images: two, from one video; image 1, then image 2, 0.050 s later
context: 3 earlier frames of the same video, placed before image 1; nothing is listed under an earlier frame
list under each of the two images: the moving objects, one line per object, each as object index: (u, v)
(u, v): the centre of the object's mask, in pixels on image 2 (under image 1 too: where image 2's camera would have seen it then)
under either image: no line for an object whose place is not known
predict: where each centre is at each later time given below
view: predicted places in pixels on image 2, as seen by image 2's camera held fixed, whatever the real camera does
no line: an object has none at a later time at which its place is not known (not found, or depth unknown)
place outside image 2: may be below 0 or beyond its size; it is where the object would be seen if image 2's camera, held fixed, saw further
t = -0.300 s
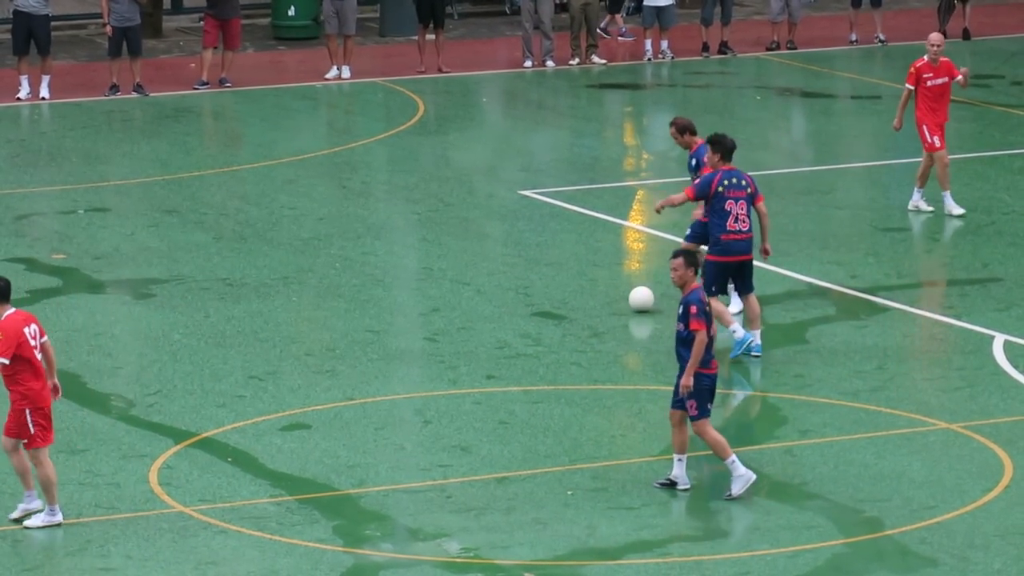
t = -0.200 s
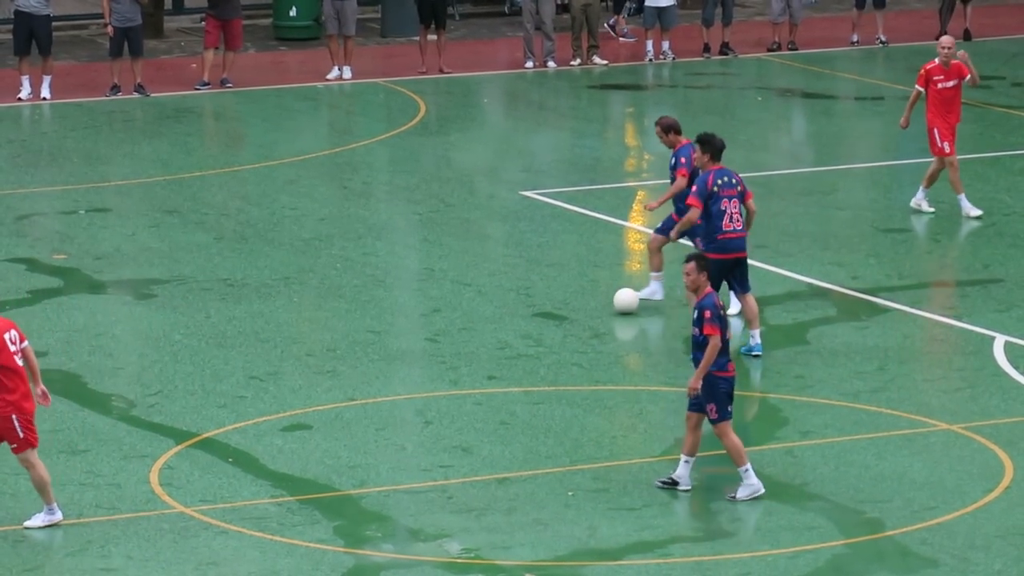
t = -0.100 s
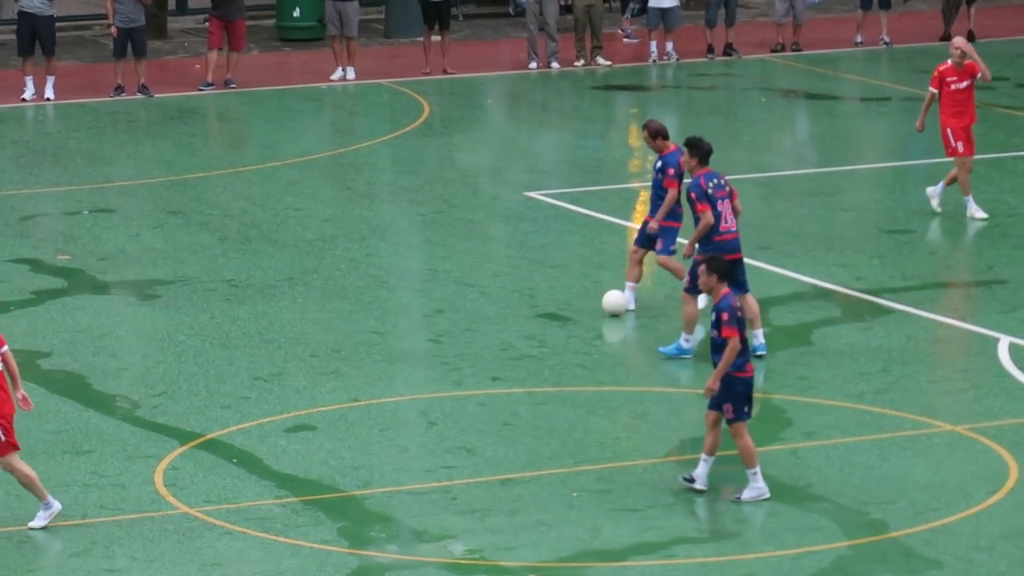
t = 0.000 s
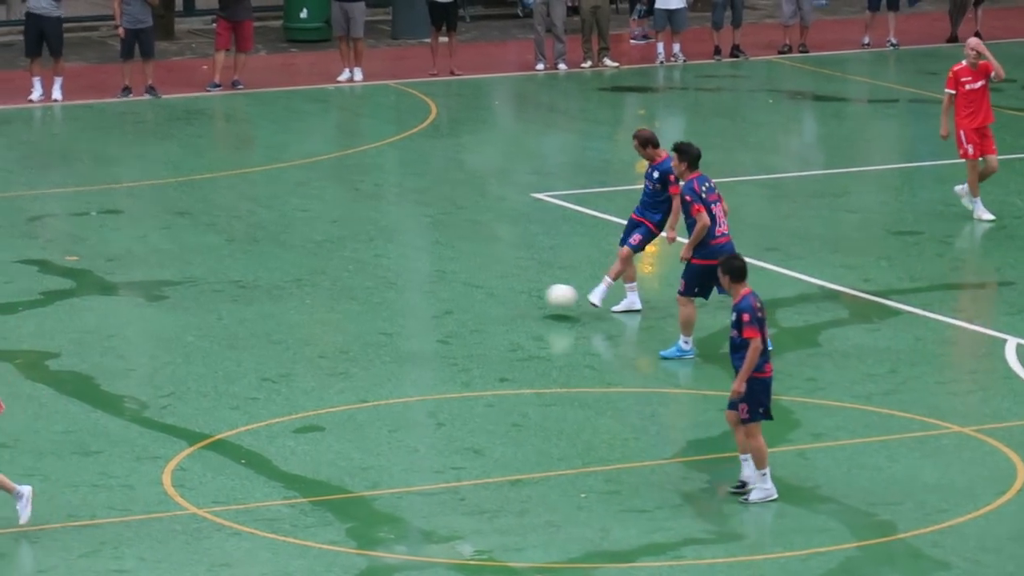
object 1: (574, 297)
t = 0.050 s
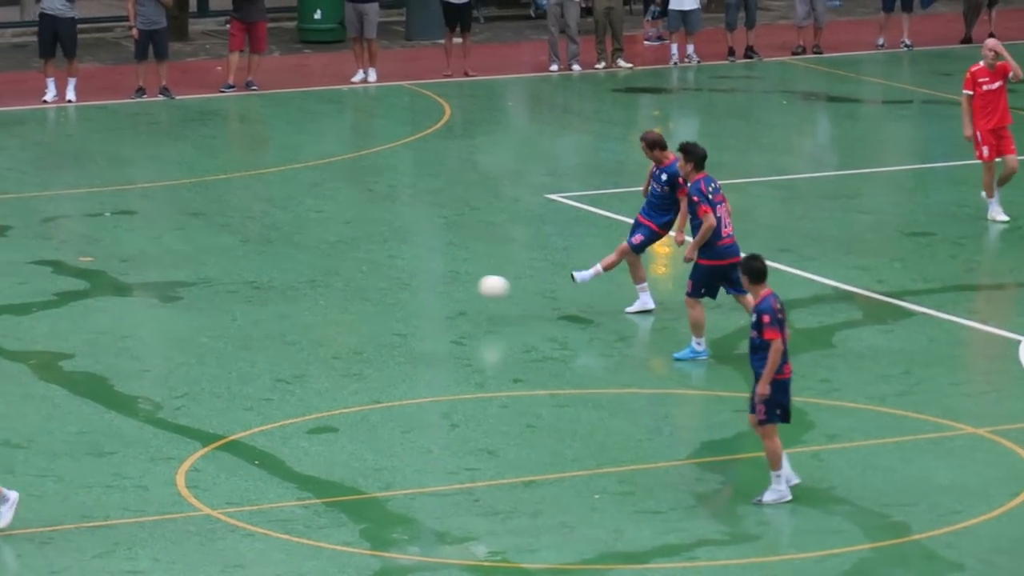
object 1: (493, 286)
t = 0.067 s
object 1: (466, 284)
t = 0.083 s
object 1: (439, 281)
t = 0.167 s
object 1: (306, 273)
